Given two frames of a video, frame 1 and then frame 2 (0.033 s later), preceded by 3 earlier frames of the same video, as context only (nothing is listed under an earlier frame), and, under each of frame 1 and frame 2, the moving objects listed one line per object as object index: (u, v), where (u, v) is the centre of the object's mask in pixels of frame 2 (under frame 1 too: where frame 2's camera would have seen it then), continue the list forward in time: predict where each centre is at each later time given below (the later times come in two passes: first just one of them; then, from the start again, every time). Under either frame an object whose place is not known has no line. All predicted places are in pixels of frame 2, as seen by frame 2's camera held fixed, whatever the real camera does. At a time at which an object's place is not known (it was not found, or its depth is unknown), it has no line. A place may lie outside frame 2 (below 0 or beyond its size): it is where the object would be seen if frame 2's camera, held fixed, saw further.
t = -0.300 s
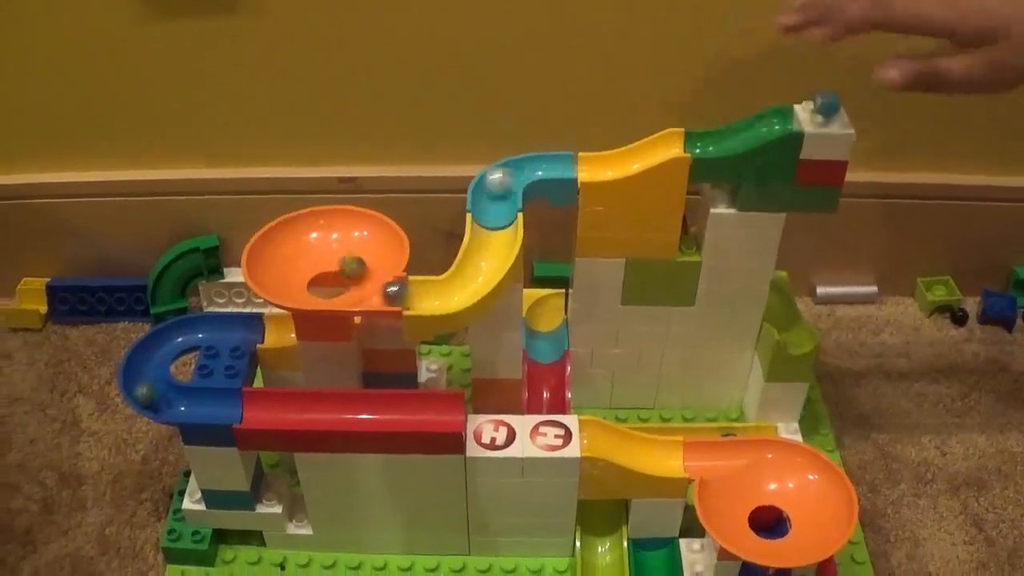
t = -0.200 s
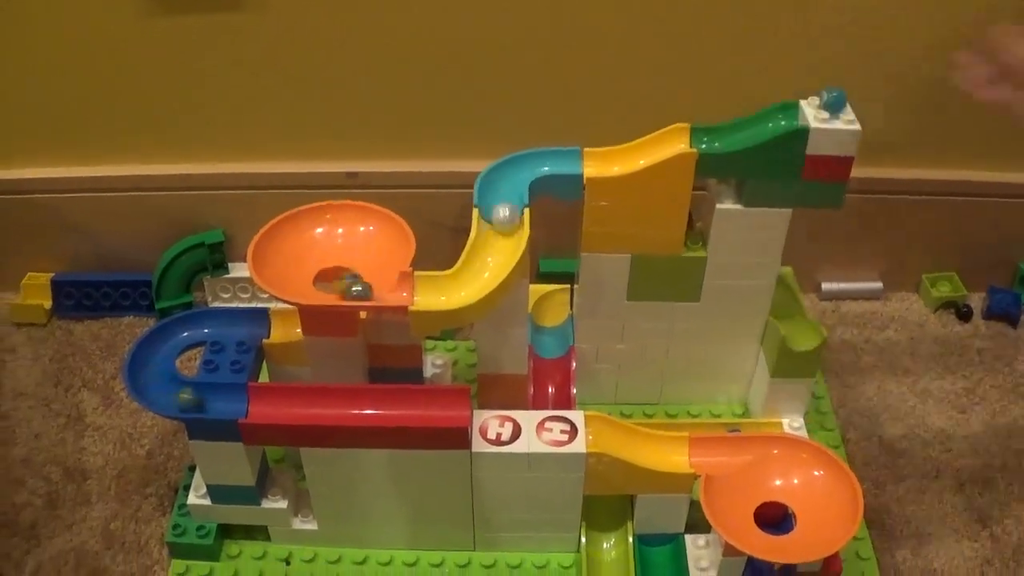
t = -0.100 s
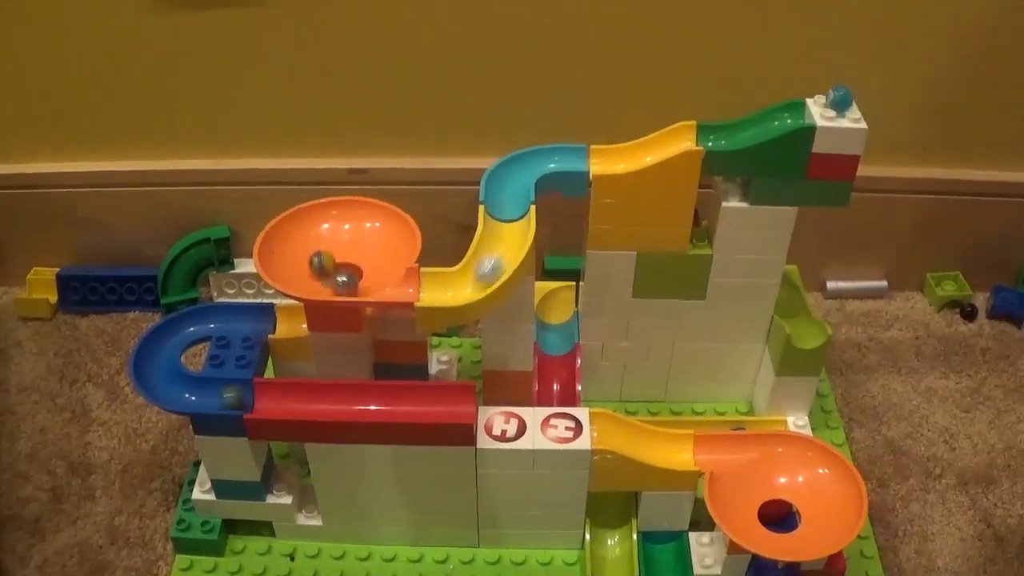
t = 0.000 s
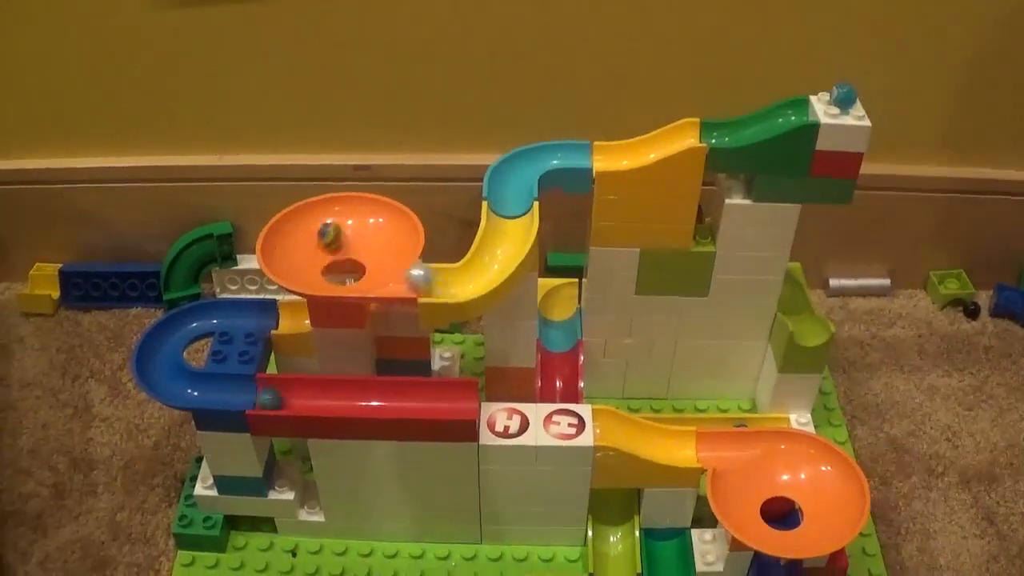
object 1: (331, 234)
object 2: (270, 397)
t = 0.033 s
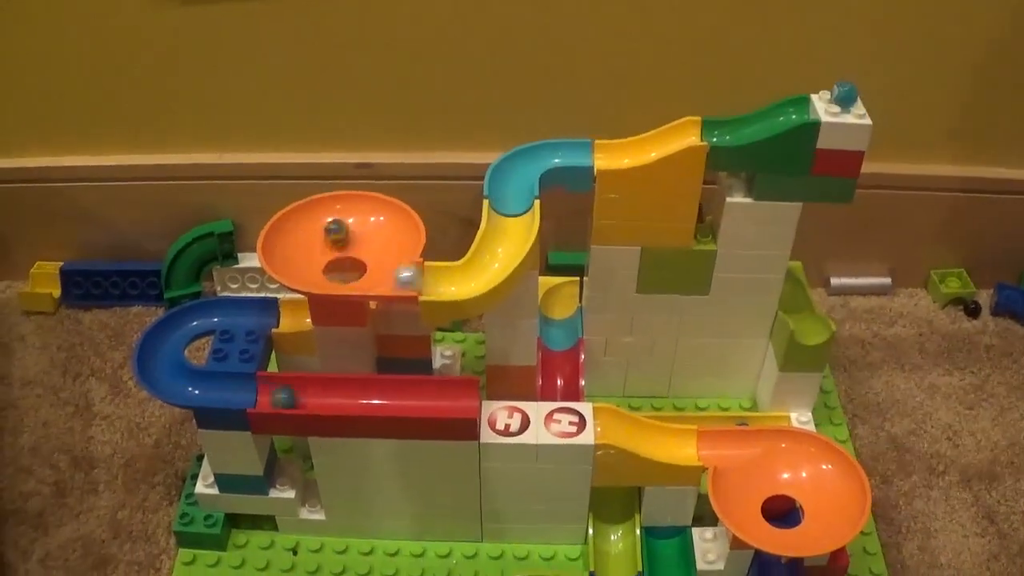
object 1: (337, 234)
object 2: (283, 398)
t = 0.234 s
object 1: (341, 271)
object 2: (355, 399)
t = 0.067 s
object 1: (343, 236)
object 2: (297, 398)
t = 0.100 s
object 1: (349, 241)
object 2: (310, 395)
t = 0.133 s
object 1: (355, 249)
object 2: (321, 397)
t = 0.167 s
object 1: (357, 260)
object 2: (331, 399)
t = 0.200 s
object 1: (353, 267)
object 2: (344, 400)
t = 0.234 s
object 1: (341, 271)
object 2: (355, 399)
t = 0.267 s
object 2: (368, 397)
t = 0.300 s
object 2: (379, 398)
